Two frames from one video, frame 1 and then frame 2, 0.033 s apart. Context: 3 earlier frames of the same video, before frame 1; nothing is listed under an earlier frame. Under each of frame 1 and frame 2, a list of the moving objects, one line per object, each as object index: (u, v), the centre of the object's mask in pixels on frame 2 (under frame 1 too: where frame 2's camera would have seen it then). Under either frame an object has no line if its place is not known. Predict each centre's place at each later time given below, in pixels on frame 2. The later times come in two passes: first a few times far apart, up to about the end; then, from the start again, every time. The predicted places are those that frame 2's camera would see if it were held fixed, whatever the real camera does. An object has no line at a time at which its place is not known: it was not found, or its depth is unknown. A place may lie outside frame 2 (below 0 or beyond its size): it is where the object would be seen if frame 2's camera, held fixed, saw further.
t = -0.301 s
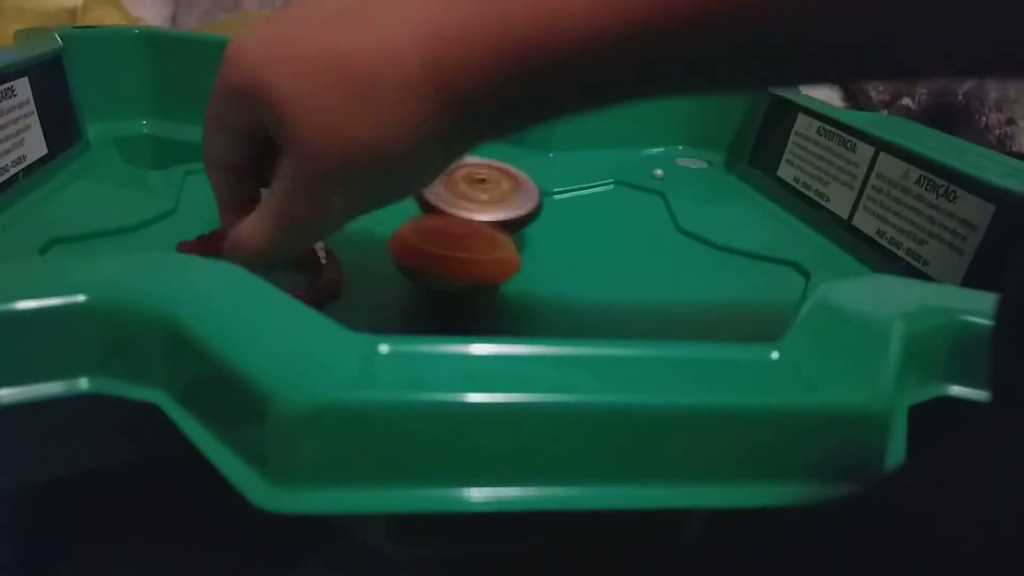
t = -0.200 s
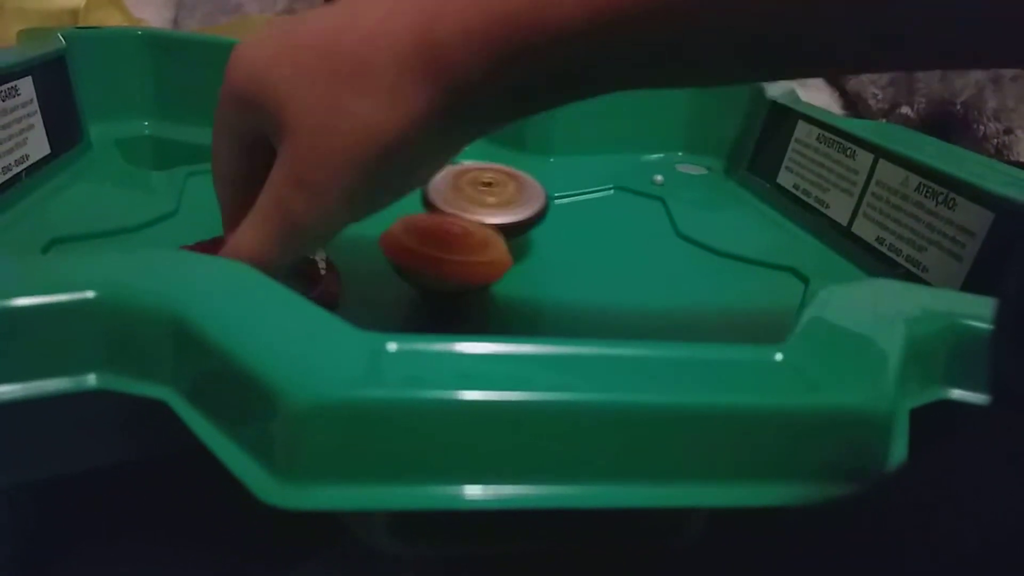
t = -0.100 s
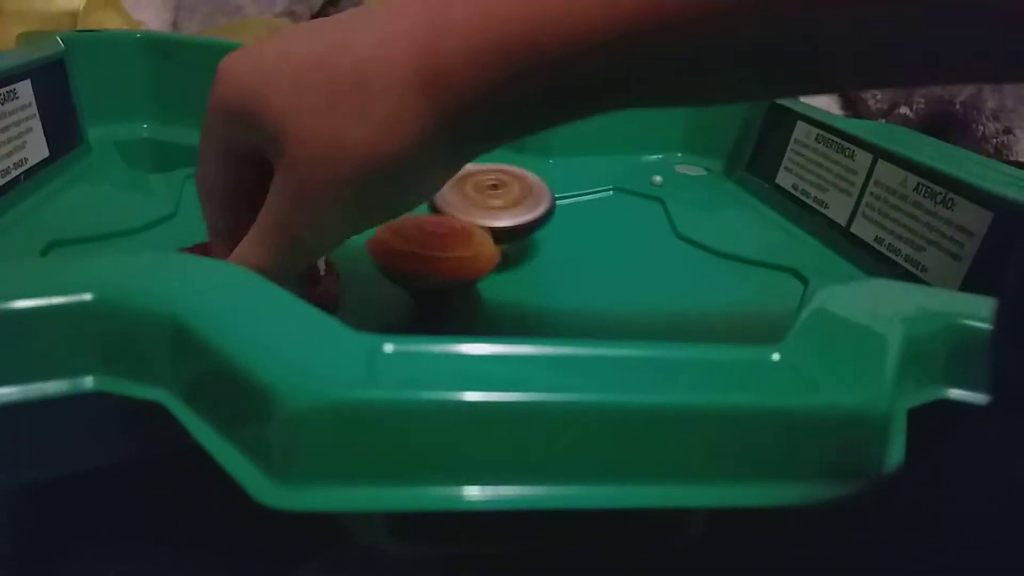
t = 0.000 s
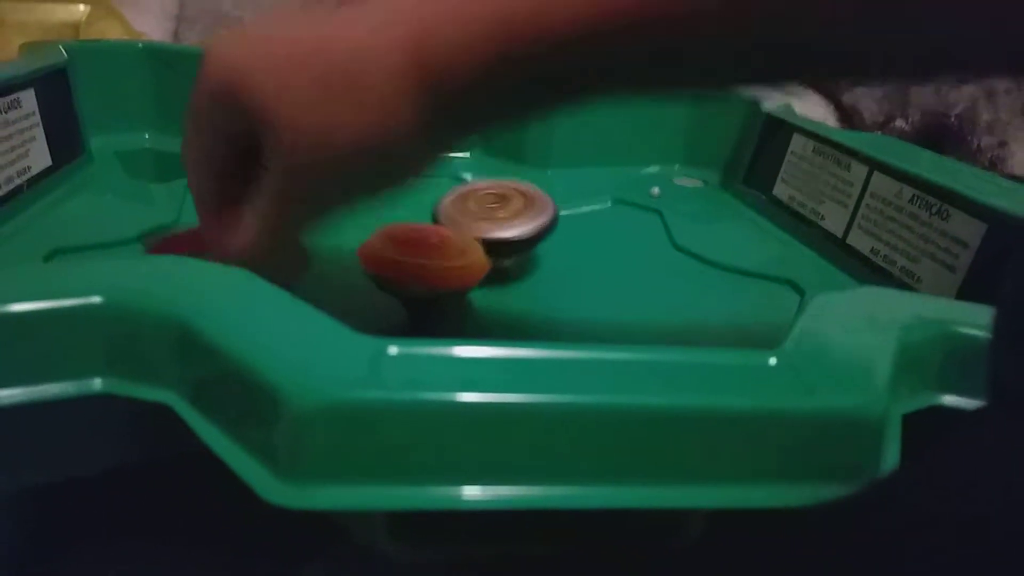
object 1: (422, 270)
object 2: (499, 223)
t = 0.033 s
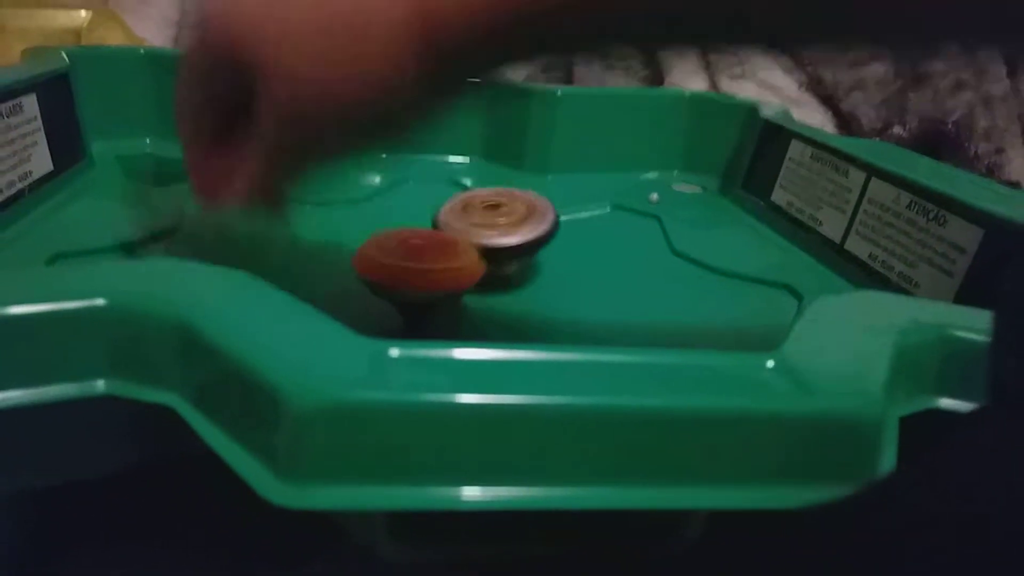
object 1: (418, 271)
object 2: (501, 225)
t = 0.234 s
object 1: (383, 272)
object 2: (500, 246)
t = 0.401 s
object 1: (339, 265)
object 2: (497, 255)
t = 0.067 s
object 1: (413, 272)
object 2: (502, 229)
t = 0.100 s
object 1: (405, 273)
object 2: (503, 232)
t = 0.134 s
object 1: (397, 274)
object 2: (503, 236)
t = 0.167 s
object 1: (393, 274)
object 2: (502, 239)
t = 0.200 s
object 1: (387, 273)
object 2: (500, 243)
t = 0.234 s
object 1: (383, 272)
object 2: (500, 246)
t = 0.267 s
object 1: (379, 272)
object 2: (497, 248)
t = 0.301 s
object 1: (368, 270)
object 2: (497, 250)
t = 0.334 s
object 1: (352, 268)
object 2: (502, 251)
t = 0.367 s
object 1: (344, 267)
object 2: (499, 253)
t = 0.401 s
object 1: (339, 265)
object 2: (497, 255)
